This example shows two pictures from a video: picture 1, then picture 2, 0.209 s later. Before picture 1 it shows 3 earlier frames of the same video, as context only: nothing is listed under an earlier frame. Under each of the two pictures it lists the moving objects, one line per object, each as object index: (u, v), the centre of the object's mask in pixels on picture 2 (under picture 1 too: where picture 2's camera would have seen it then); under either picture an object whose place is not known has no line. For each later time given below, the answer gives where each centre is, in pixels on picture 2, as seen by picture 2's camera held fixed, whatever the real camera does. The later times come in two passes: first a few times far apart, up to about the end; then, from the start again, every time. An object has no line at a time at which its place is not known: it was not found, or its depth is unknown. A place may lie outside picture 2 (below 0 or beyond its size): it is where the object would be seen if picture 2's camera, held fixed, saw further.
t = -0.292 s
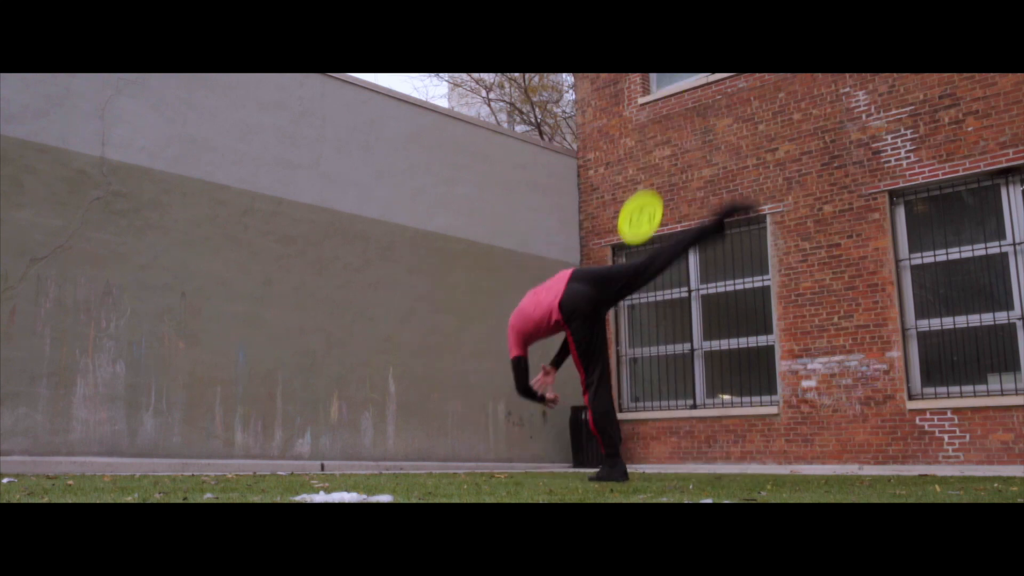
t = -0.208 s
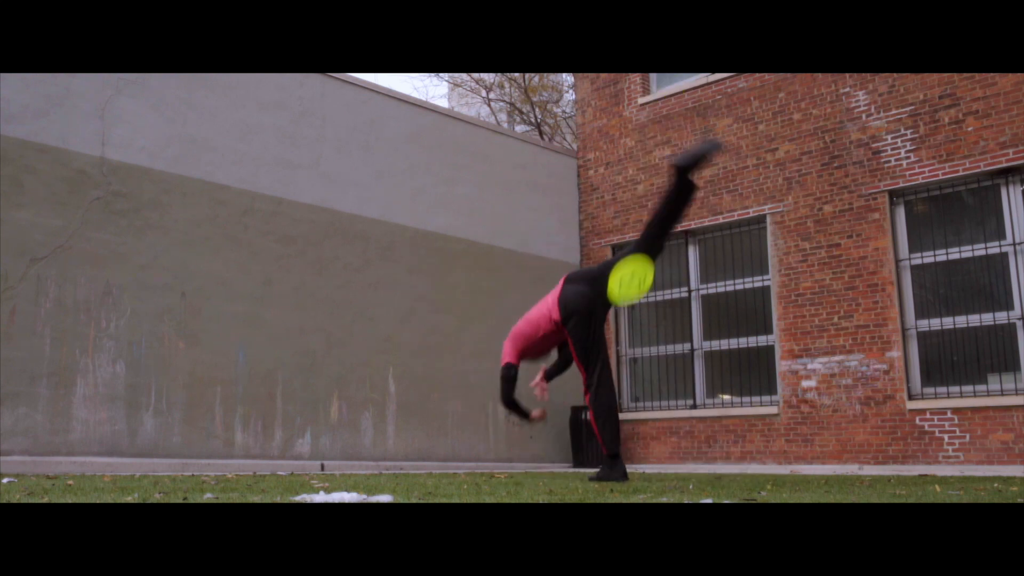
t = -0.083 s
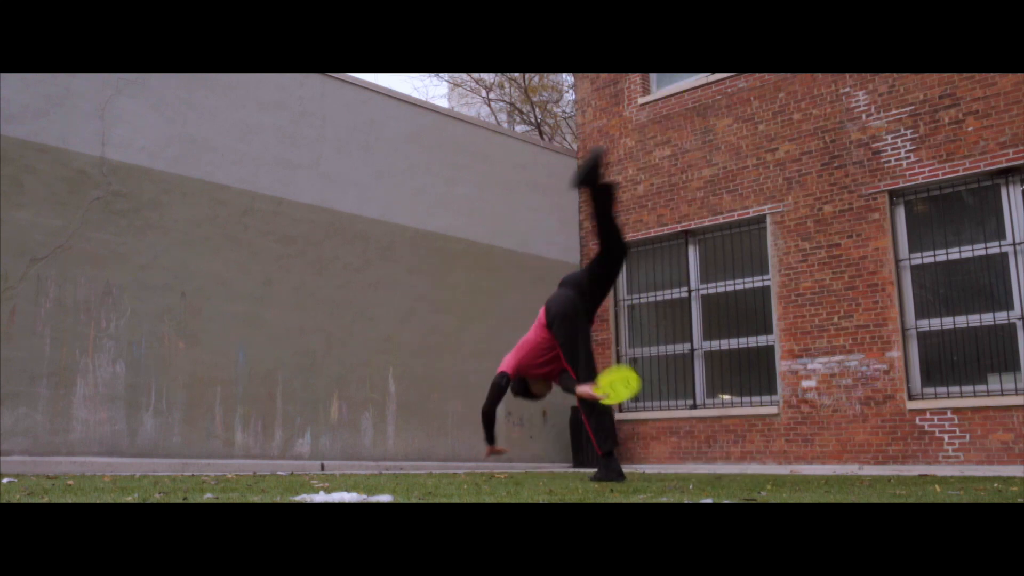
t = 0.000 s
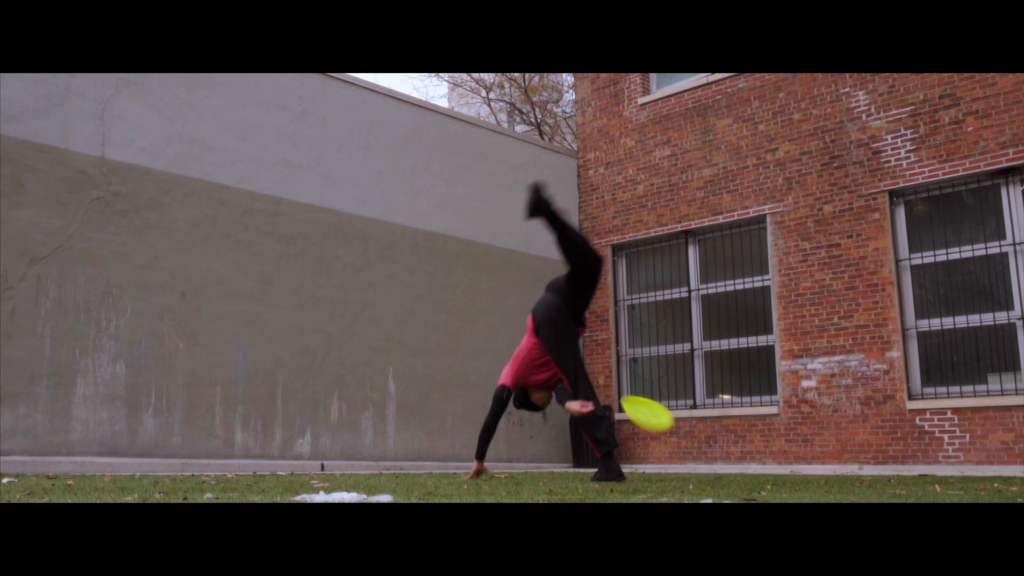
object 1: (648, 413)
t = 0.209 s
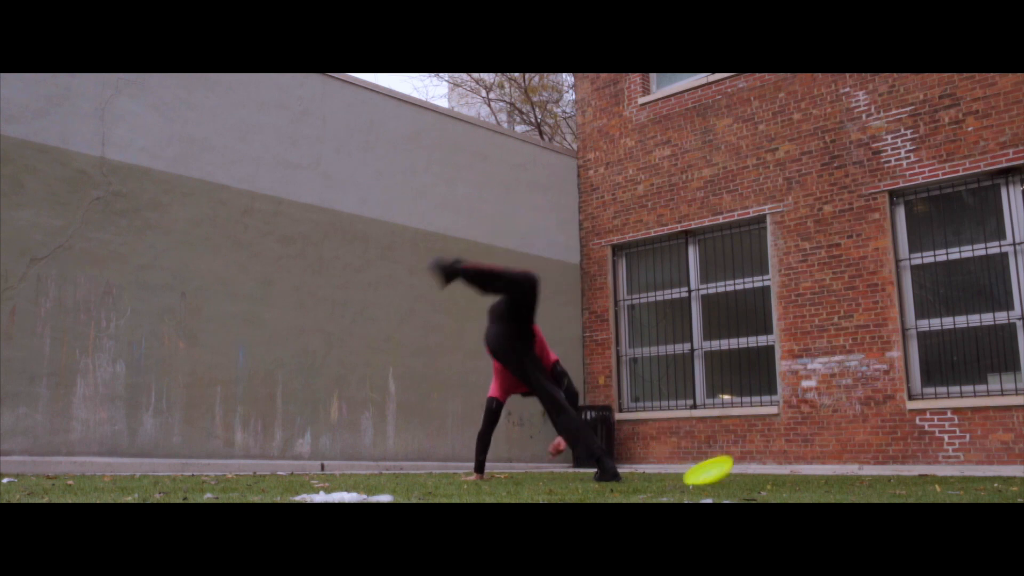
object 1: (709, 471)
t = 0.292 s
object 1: (723, 464)
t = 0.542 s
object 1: (760, 474)
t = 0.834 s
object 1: (774, 477)
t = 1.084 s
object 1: (774, 478)
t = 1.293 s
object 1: (775, 480)
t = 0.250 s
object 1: (715, 467)
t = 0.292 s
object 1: (723, 464)
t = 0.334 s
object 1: (731, 464)
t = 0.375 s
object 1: (738, 466)
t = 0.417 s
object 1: (745, 470)
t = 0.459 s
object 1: (750, 475)
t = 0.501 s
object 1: (756, 477)
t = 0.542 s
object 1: (760, 474)
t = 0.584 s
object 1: (763, 472)
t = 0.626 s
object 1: (766, 471)
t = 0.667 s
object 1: (768, 472)
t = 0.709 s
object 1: (770, 473)
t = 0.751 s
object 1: (773, 476)
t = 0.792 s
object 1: (775, 478)
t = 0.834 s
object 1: (774, 477)
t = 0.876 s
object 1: (775, 476)
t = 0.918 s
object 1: (775, 476)
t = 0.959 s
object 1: (775, 476)
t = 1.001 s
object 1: (775, 478)
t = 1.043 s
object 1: (775, 479)
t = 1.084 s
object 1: (774, 478)
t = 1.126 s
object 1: (774, 478)
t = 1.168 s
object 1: (774, 479)
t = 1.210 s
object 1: (775, 480)
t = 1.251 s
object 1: (774, 479)
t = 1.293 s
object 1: (775, 480)
